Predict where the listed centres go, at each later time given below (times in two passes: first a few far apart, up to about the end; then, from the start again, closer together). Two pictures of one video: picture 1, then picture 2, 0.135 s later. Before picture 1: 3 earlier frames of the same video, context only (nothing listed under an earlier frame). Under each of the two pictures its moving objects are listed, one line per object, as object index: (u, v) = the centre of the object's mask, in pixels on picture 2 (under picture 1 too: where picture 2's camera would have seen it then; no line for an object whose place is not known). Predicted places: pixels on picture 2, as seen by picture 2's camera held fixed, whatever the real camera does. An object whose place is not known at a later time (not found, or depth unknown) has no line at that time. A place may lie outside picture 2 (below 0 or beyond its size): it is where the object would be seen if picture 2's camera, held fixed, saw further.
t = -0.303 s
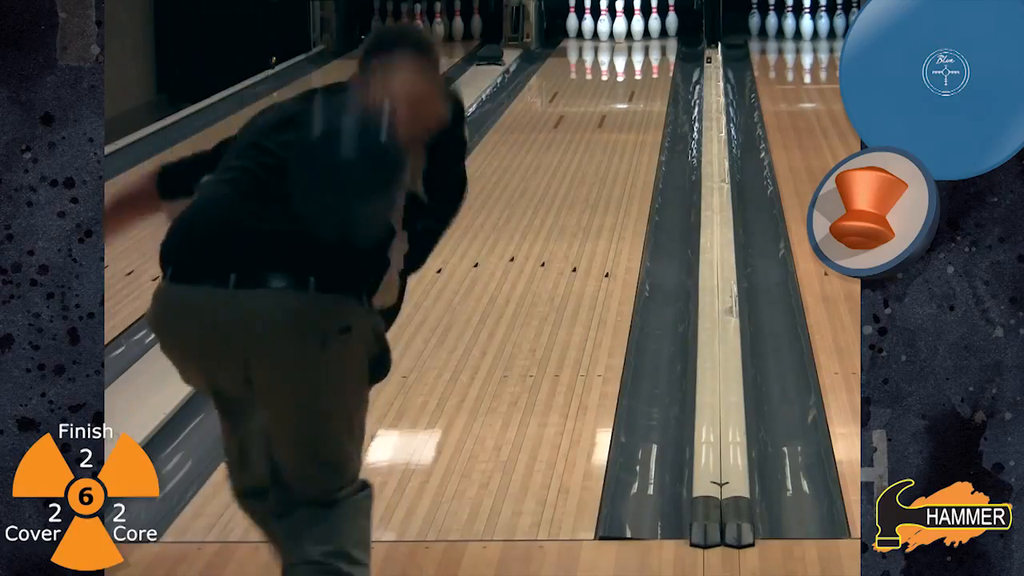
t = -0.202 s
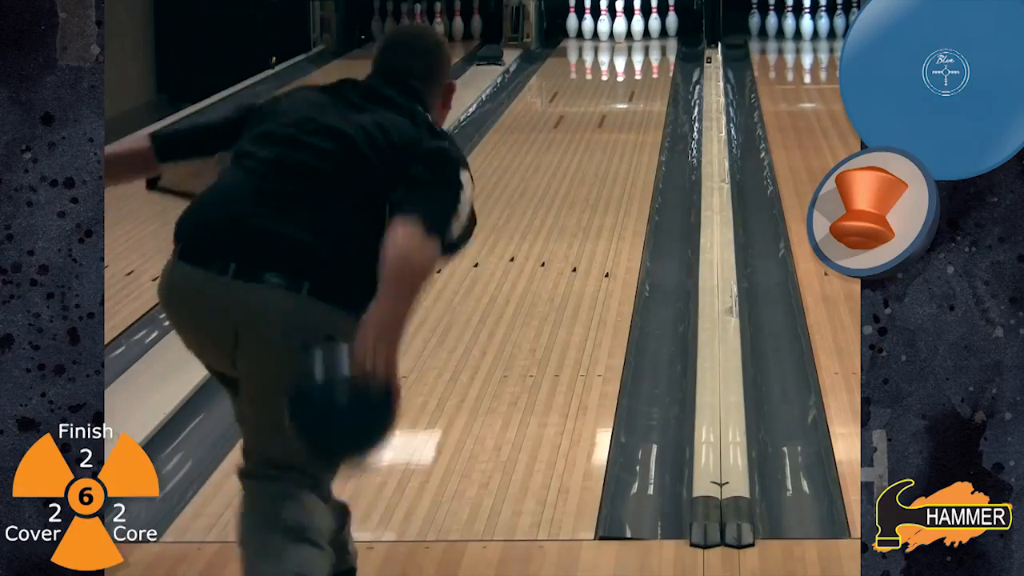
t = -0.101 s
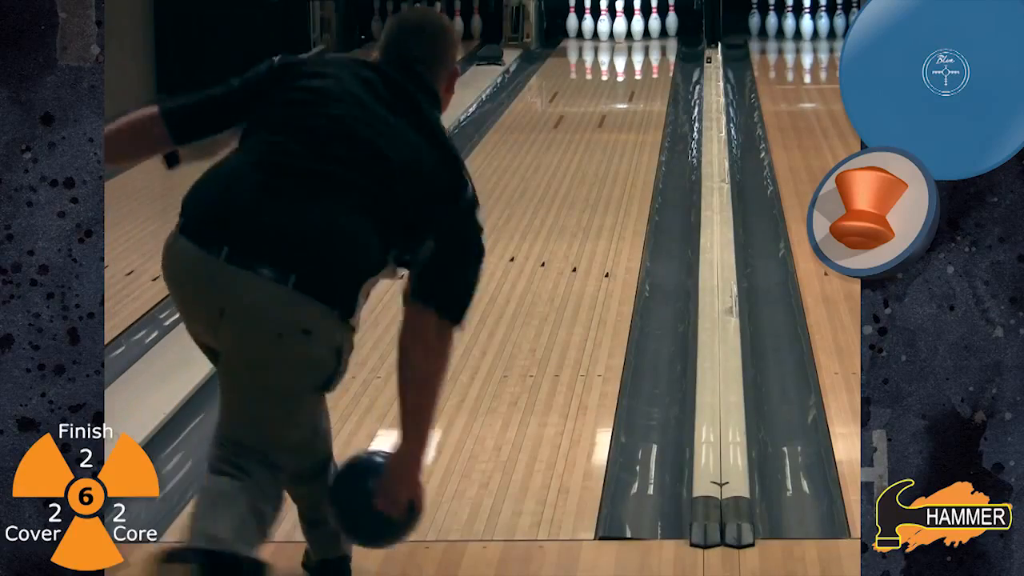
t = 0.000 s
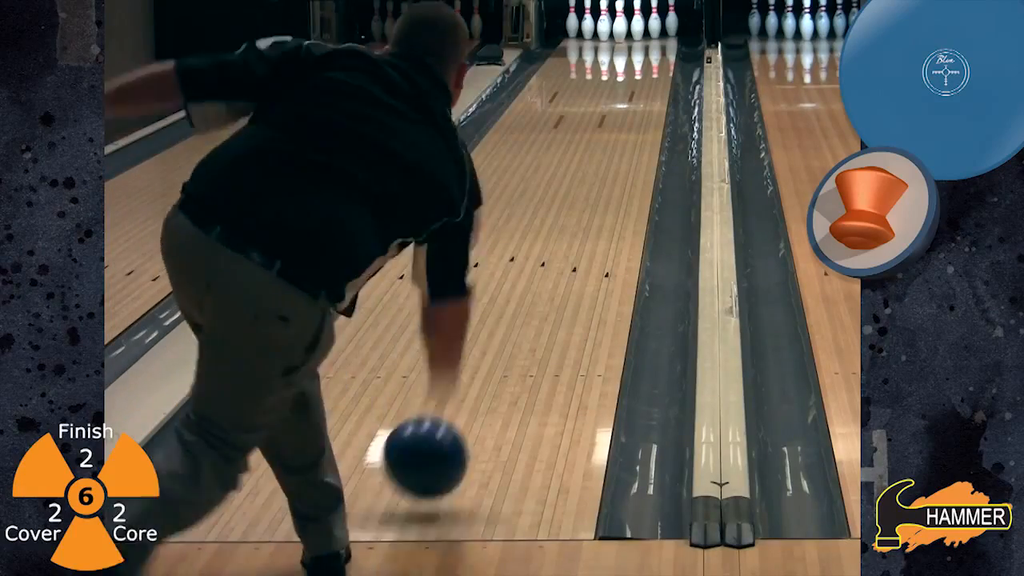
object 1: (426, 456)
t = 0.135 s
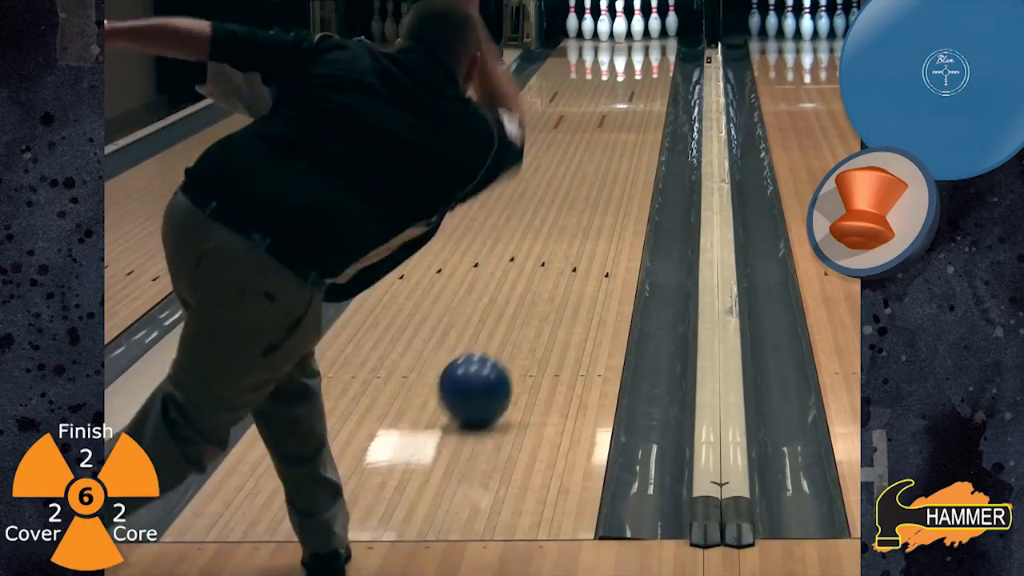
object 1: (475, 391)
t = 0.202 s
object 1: (495, 357)
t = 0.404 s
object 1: (542, 279)
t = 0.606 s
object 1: (575, 221)
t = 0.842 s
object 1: (602, 172)
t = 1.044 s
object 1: (619, 140)
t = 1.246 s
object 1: (631, 114)
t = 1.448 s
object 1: (638, 93)
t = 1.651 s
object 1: (642, 75)
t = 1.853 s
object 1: (641, 60)
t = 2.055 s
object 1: (636, 48)
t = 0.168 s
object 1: (485, 374)
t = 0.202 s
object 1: (495, 357)
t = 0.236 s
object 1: (504, 342)
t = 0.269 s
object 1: (512, 328)
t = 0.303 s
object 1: (520, 315)
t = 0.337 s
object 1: (528, 302)
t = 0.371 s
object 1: (535, 290)
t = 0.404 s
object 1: (542, 279)
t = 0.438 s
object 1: (548, 268)
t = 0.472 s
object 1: (554, 258)
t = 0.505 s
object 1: (560, 248)
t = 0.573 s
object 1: (574, 229)
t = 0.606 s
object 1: (575, 221)
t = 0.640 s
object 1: (580, 213)
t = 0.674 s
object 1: (584, 206)
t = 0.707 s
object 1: (588, 199)
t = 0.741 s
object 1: (592, 192)
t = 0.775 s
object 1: (595, 185)
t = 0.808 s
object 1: (599, 178)
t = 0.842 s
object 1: (602, 172)
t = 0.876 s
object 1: (606, 166)
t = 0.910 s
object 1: (609, 161)
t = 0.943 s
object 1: (611, 155)
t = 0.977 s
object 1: (614, 150)
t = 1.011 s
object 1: (617, 145)
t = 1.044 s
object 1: (619, 140)
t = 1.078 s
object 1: (621, 135)
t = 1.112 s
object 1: (624, 131)
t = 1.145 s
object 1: (625, 126)
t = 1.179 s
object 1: (627, 122)
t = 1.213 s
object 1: (629, 118)
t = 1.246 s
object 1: (631, 114)
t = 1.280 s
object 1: (632, 110)
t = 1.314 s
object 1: (634, 107)
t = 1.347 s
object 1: (635, 103)
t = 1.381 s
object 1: (636, 100)
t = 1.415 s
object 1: (638, 96)
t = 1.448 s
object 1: (638, 93)
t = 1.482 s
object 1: (639, 90)
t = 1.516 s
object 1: (640, 87)
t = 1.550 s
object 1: (641, 84)
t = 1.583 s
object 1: (641, 81)
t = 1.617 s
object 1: (642, 78)
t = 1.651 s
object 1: (642, 75)
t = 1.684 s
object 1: (642, 72)
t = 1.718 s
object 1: (642, 70)
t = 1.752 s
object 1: (642, 67)
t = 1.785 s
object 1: (642, 64)
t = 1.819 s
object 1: (642, 62)
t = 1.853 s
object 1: (641, 60)
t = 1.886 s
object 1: (640, 57)
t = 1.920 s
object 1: (640, 55)
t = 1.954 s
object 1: (639, 54)
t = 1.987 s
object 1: (638, 52)
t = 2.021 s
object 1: (637, 50)
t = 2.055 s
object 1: (636, 48)
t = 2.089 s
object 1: (635, 47)
